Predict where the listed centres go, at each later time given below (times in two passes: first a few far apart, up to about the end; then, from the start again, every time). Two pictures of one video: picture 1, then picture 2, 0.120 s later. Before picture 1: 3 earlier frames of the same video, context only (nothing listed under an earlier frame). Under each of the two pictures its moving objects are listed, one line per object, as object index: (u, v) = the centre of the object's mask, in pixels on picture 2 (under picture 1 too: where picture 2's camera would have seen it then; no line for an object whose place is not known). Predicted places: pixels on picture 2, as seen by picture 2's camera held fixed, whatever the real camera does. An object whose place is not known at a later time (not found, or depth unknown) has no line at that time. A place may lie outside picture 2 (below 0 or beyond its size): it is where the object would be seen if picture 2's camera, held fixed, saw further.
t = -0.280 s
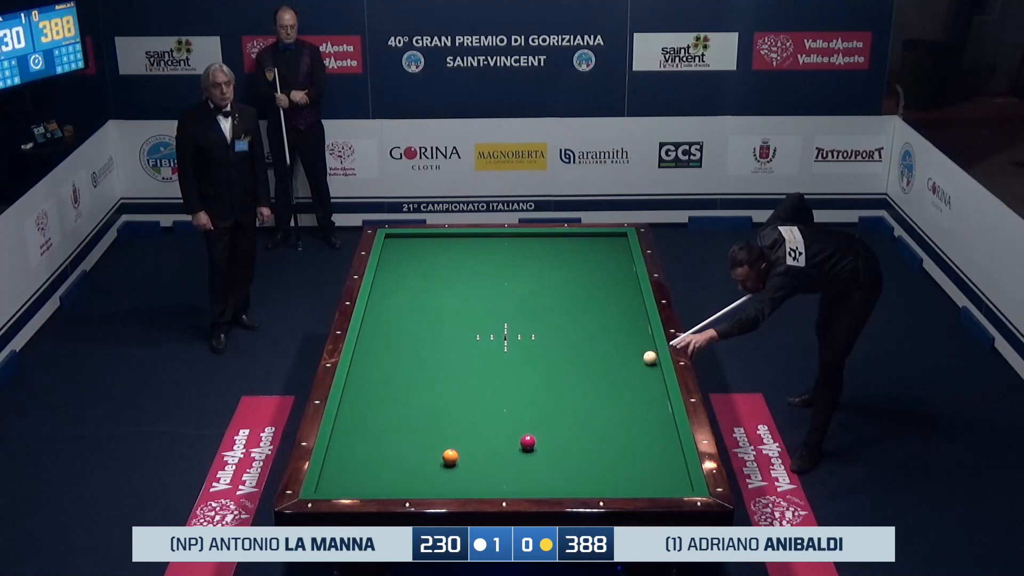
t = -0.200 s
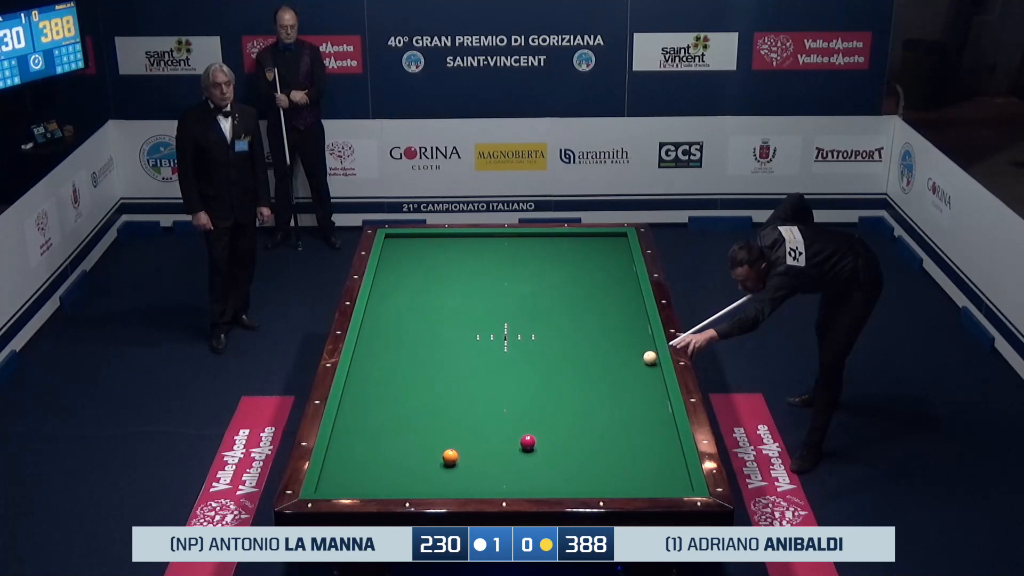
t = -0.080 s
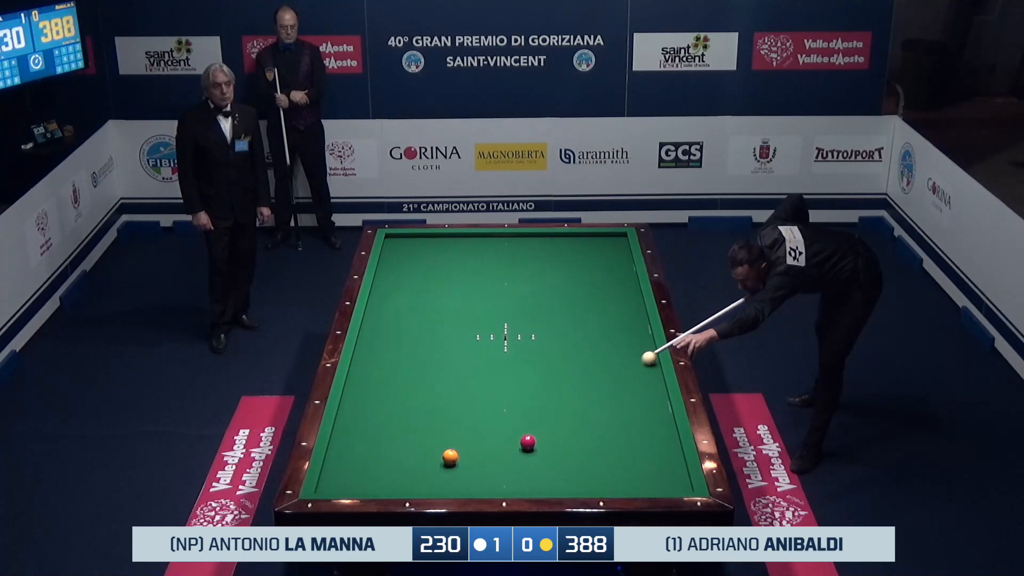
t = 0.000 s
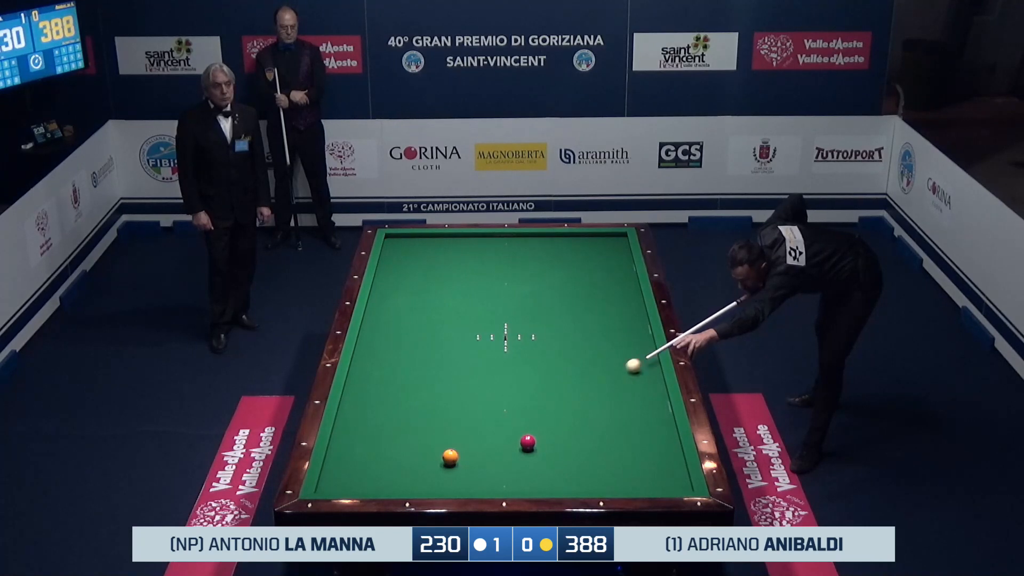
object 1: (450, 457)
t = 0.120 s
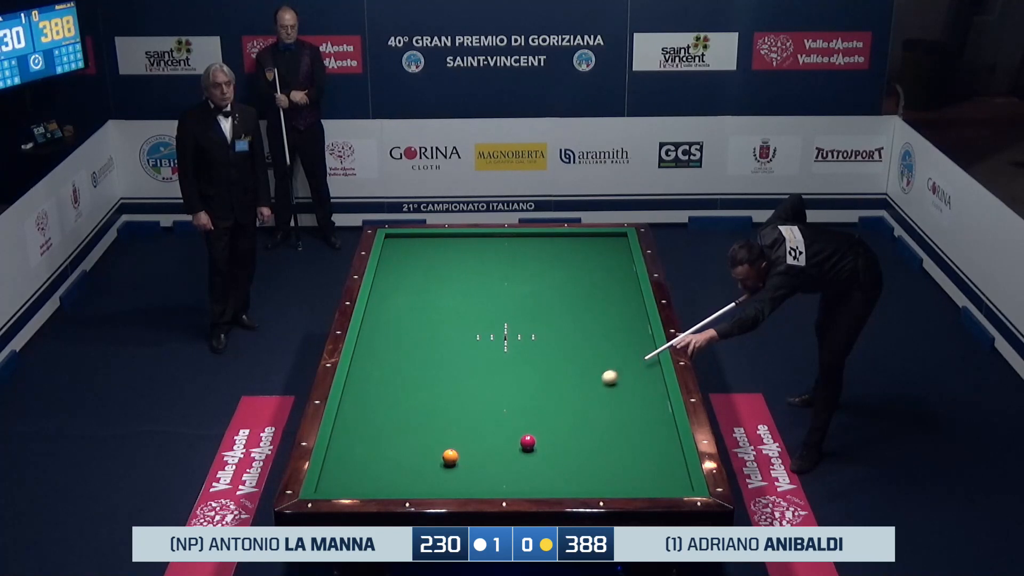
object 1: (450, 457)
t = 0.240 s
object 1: (450, 457)
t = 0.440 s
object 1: (450, 457)
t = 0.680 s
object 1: (450, 457)
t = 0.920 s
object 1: (428, 473)
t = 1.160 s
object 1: (397, 484)
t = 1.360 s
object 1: (382, 475)
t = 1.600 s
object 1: (364, 463)
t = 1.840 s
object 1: (348, 452)
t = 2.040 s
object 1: (336, 443)
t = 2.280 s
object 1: (349, 434)
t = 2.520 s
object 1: (361, 425)
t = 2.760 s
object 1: (373, 416)
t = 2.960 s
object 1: (382, 409)
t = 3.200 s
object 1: (392, 402)
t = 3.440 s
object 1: (402, 394)
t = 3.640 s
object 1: (409, 389)
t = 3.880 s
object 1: (418, 382)
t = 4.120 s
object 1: (426, 375)
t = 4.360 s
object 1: (434, 370)
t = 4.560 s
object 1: (441, 365)
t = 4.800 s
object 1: (448, 360)
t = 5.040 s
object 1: (454, 355)
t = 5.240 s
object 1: (459, 351)
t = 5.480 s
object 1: (465, 347)
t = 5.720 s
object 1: (470, 343)
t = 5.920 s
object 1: (474, 340)
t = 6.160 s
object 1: (479, 336)
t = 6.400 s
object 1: (483, 332)
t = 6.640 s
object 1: (488, 329)
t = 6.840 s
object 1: (490, 327)
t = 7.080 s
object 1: (494, 324)
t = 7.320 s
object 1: (497, 321)
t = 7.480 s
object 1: (499, 320)
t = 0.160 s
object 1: (450, 457)
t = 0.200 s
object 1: (450, 457)
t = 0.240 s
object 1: (450, 457)
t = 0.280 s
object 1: (450, 457)
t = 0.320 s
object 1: (450, 457)
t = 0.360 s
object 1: (450, 457)
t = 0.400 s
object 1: (450, 457)
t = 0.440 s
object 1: (450, 457)
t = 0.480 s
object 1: (450, 457)
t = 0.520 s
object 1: (450, 457)
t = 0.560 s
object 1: (450, 457)
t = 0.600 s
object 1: (450, 457)
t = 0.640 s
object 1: (450, 457)
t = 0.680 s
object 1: (450, 457)
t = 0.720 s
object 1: (450, 457)
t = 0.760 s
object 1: (450, 457)
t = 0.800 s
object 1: (449, 457)
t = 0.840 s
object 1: (442, 463)
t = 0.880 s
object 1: (435, 468)
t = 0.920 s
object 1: (428, 473)
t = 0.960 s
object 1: (421, 477)
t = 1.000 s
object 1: (415, 481)
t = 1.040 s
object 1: (410, 485)
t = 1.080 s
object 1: (404, 487)
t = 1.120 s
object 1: (401, 486)
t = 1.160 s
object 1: (397, 484)
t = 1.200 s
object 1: (394, 482)
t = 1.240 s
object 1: (391, 481)
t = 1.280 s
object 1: (388, 479)
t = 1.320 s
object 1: (385, 477)
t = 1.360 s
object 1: (382, 475)
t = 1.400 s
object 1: (379, 473)
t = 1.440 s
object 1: (376, 470)
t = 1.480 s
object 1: (373, 469)
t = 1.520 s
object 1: (370, 467)
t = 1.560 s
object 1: (367, 465)
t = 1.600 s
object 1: (364, 463)
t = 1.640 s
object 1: (362, 461)
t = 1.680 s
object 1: (358, 459)
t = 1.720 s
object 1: (356, 458)
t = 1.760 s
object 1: (353, 456)
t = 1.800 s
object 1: (350, 454)
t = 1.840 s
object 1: (348, 452)
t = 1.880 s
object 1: (345, 450)
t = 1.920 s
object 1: (342, 448)
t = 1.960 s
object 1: (340, 447)
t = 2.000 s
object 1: (337, 445)
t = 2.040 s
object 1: (336, 443)
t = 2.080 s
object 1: (338, 442)
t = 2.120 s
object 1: (341, 440)
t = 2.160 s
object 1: (343, 439)
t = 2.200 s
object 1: (345, 437)
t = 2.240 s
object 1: (347, 435)
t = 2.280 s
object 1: (349, 434)
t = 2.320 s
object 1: (351, 432)
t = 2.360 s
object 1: (353, 431)
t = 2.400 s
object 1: (355, 429)
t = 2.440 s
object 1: (357, 428)
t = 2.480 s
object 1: (359, 426)
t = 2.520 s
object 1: (361, 425)
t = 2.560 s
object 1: (363, 423)
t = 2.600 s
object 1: (365, 422)
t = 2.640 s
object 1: (367, 420)
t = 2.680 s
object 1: (369, 419)
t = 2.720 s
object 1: (371, 417)
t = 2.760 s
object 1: (373, 416)
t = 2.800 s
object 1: (374, 415)
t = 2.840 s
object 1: (376, 413)
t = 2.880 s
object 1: (378, 412)
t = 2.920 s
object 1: (380, 411)
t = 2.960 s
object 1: (382, 409)
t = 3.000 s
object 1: (383, 408)
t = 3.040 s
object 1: (385, 407)
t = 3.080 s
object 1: (387, 405)
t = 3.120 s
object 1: (388, 404)
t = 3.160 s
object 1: (390, 403)
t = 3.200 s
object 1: (392, 402)
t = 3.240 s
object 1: (394, 400)
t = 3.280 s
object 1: (395, 399)
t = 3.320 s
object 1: (397, 398)
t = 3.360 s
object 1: (399, 397)
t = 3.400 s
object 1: (400, 395)
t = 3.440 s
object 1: (402, 394)
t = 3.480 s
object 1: (403, 393)
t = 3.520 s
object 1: (405, 392)
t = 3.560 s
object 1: (406, 391)
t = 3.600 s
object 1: (408, 390)
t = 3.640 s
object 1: (409, 389)
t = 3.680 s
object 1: (411, 387)
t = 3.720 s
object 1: (412, 386)
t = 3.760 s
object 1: (414, 385)
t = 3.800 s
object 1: (415, 384)
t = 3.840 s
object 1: (417, 383)
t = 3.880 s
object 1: (418, 382)
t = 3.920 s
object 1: (419, 381)
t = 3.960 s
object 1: (421, 380)
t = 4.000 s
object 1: (422, 379)
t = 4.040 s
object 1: (424, 378)
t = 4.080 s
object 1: (425, 376)
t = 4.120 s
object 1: (426, 375)
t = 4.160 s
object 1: (428, 375)
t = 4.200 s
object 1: (429, 374)
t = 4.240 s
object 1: (430, 373)
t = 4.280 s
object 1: (431, 372)
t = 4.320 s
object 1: (433, 371)
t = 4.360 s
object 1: (434, 370)
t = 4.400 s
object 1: (435, 369)
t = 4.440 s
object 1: (437, 368)
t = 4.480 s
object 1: (438, 367)
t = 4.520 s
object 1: (439, 366)
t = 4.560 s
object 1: (441, 365)
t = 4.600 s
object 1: (441, 365)
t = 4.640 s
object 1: (443, 363)
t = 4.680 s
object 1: (444, 363)
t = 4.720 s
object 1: (445, 361)
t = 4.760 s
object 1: (446, 361)
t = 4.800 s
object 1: (448, 360)
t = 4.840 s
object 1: (449, 359)
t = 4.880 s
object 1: (450, 358)
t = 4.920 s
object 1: (451, 357)
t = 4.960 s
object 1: (452, 357)
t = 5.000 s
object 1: (453, 356)
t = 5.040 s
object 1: (454, 355)
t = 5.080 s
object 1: (455, 354)
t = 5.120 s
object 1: (456, 354)
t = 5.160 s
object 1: (457, 353)
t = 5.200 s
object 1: (458, 352)
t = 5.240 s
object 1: (459, 351)
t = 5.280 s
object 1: (460, 351)
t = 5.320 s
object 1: (461, 350)
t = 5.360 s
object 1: (462, 349)
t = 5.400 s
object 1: (463, 348)
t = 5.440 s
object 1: (464, 348)
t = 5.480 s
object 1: (465, 347)
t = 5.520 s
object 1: (465, 346)
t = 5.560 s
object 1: (466, 345)
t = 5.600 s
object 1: (467, 345)
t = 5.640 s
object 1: (468, 344)
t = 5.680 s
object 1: (469, 343)
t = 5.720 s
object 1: (470, 343)
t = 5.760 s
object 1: (471, 342)
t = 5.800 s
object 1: (472, 342)
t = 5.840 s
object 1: (473, 341)
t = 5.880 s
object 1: (473, 340)
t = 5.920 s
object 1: (474, 340)
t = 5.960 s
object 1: (475, 339)
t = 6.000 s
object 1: (476, 338)
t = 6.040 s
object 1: (477, 338)
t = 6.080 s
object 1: (477, 337)
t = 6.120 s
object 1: (478, 337)
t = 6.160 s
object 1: (479, 336)
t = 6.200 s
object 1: (480, 335)
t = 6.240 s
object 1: (480, 335)
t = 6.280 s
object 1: (481, 334)
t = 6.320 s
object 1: (482, 333)
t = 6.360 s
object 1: (483, 333)
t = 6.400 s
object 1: (483, 332)
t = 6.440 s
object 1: (484, 332)
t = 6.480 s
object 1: (485, 331)
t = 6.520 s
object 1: (485, 331)
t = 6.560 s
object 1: (486, 330)
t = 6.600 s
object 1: (487, 330)
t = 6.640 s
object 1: (488, 329)
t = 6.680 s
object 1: (488, 328)
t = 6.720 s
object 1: (489, 328)
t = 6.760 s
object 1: (489, 328)
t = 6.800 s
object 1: (490, 327)
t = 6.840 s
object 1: (490, 327)
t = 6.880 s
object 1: (491, 326)
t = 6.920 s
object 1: (492, 326)
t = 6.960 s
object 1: (492, 325)
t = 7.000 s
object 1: (493, 325)
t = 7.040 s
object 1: (493, 324)
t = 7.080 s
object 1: (494, 324)
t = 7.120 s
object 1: (494, 324)
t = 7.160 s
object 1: (495, 323)
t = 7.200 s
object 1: (496, 323)
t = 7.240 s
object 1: (496, 322)
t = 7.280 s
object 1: (497, 322)
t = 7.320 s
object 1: (497, 321)
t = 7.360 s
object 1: (498, 321)
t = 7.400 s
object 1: (498, 320)
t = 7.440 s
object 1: (499, 320)
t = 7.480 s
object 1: (499, 320)
